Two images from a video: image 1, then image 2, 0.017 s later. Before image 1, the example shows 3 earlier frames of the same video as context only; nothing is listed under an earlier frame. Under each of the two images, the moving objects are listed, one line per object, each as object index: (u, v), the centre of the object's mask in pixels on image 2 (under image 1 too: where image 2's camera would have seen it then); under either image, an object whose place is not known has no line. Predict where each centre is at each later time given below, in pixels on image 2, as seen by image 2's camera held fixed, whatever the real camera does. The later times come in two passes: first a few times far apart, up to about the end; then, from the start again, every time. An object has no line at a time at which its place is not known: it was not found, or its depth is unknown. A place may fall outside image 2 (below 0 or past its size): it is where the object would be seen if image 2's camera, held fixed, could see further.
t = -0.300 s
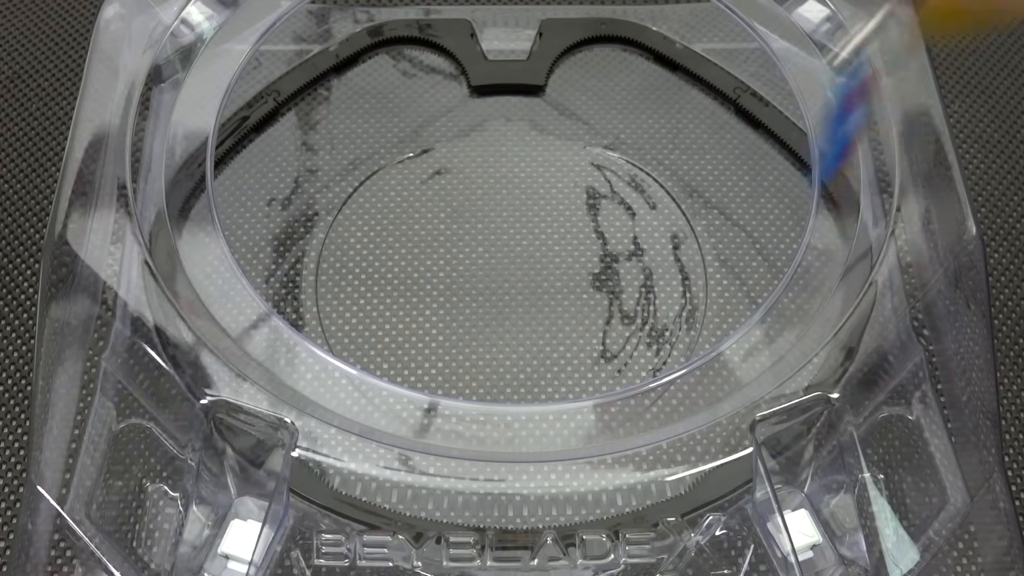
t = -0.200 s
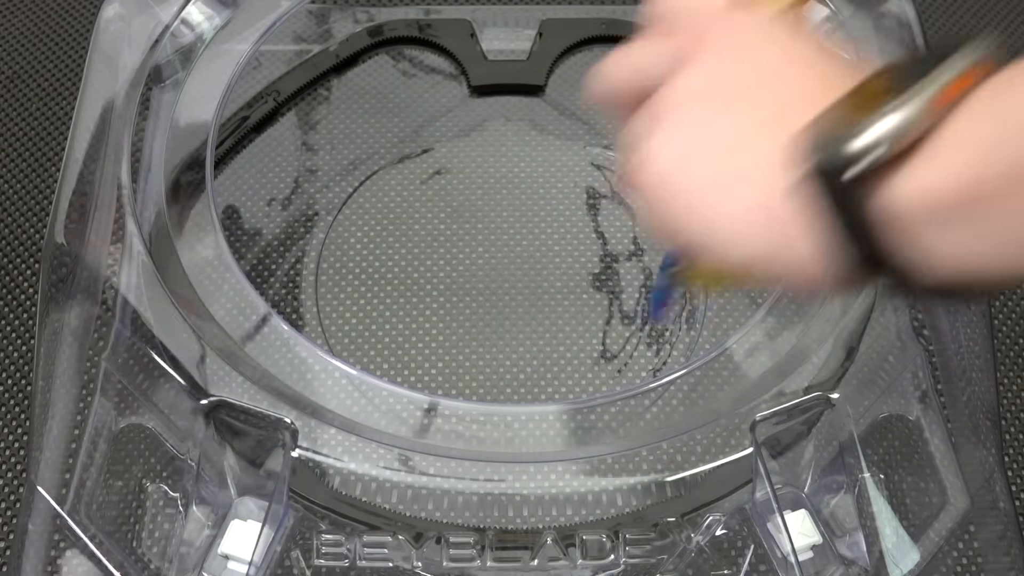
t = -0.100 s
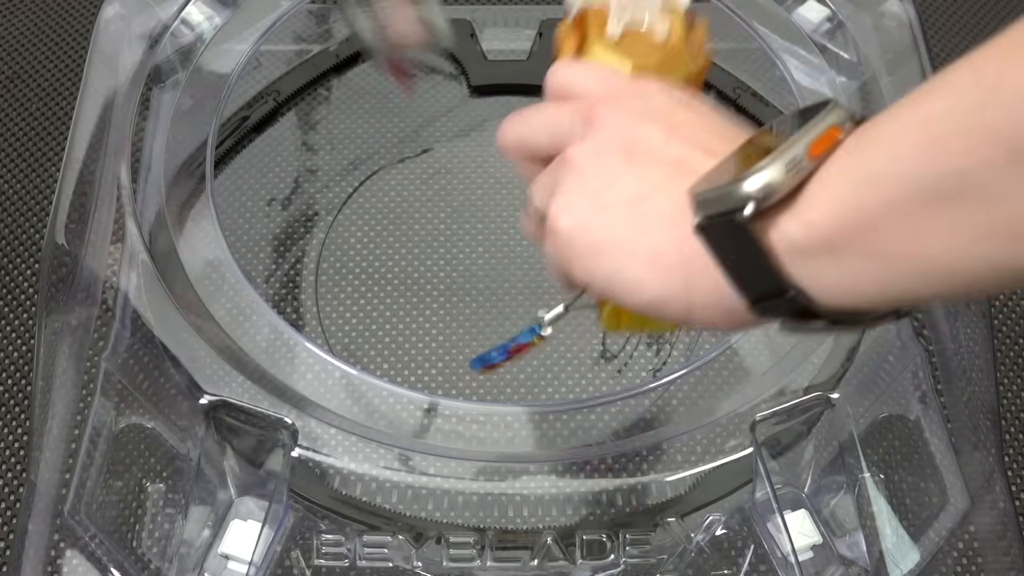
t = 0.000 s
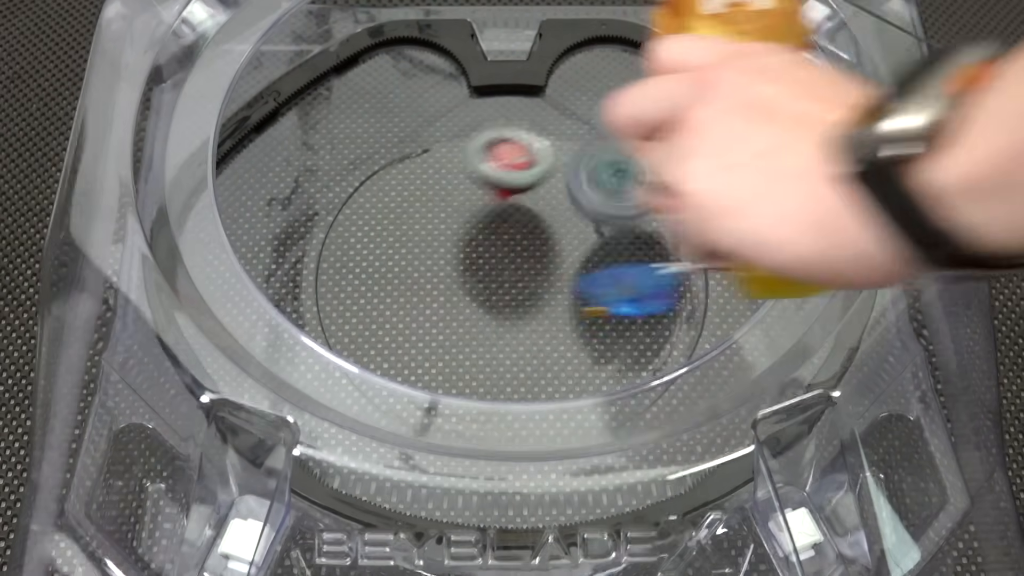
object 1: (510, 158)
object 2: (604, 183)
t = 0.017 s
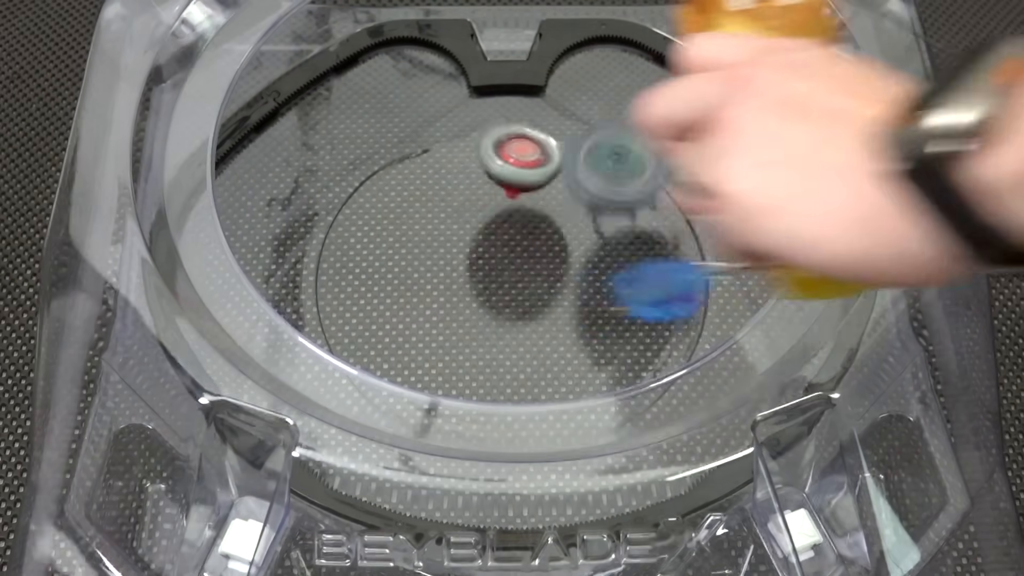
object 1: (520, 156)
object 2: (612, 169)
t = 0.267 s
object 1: (432, 178)
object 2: (703, 148)
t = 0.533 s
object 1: (332, 230)
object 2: (612, 147)
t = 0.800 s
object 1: (299, 341)
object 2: (380, 191)
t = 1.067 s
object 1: (378, 346)
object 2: (603, 313)
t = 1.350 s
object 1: (554, 133)
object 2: (679, 177)
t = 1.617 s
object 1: (331, 370)
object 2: (468, 427)
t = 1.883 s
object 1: (768, 122)
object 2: (652, 468)
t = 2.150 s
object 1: (339, 95)
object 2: (836, 215)
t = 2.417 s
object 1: (478, 364)
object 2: (633, 32)
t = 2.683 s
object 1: (831, 223)
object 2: (527, 219)
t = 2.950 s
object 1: (541, 227)
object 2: (576, 423)
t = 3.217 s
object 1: (314, 279)
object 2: (730, 357)
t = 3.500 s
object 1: (491, 179)
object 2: (758, 239)
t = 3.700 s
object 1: (522, 277)
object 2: (685, 281)
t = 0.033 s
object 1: (517, 157)
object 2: (627, 154)
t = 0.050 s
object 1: (513, 160)
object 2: (638, 141)
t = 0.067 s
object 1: (509, 167)
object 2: (646, 134)
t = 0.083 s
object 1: (504, 170)
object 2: (654, 130)
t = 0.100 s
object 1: (496, 162)
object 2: (665, 130)
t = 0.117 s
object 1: (491, 158)
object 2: (670, 132)
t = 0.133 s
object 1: (484, 156)
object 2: (679, 140)
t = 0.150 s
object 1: (477, 157)
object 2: (684, 148)
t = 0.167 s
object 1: (471, 161)
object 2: (690, 166)
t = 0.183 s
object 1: (464, 168)
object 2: (693, 170)
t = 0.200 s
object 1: (457, 168)
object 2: (700, 157)
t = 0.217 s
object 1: (451, 168)
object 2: (700, 149)
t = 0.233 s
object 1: (444, 172)
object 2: (701, 146)
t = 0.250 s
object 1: (438, 176)
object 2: (702, 145)
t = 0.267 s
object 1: (432, 178)
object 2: (703, 148)
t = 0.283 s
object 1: (425, 181)
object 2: (703, 152)
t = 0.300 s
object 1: (419, 184)
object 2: (703, 156)
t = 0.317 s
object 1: (412, 188)
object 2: (702, 153)
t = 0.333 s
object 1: (406, 190)
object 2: (700, 150)
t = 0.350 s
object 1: (400, 195)
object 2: (698, 150)
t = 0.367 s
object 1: (393, 198)
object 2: (696, 151)
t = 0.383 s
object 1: (388, 203)
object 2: (692, 151)
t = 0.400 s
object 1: (381, 207)
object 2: (689, 150)
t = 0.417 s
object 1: (375, 211)
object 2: (683, 149)
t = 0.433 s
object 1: (368, 215)
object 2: (676, 148)
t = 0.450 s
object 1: (362, 218)
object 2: (667, 147)
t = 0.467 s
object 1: (354, 221)
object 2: (660, 147)
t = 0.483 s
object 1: (347, 224)
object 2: (648, 147)
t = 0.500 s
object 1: (339, 226)
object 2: (637, 148)
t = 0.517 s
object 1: (332, 228)
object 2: (626, 148)
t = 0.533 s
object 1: (332, 230)
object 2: (612, 147)
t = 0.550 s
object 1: (334, 235)
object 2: (596, 149)
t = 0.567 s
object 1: (335, 242)
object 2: (579, 150)
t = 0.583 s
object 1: (337, 245)
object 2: (561, 151)
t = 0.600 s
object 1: (340, 249)
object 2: (543, 152)
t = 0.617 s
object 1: (342, 252)
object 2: (523, 155)
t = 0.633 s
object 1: (343, 255)
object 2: (499, 158)
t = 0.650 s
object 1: (344, 256)
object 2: (481, 161)
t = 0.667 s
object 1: (344, 257)
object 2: (457, 166)
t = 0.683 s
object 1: (344, 258)
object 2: (435, 171)
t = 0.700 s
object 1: (344, 260)
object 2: (414, 179)
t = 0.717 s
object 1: (342, 264)
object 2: (397, 184)
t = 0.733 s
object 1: (329, 276)
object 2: (389, 184)
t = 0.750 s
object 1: (319, 288)
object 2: (384, 184)
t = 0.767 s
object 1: (316, 298)
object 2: (382, 185)
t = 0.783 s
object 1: (307, 316)
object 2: (381, 187)
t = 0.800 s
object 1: (299, 341)
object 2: (380, 191)
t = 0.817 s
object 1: (296, 349)
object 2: (382, 197)
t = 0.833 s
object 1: (295, 358)
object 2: (384, 203)
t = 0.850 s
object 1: (284, 380)
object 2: (389, 209)
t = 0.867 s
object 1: (284, 382)
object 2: (396, 220)
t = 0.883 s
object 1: (285, 389)
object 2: (406, 228)
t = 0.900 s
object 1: (288, 396)
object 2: (417, 242)
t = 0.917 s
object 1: (289, 400)
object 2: (429, 253)
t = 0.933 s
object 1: (288, 406)
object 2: (441, 262)
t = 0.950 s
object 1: (297, 404)
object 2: (459, 273)
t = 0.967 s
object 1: (306, 397)
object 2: (477, 284)
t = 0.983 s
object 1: (314, 394)
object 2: (495, 292)
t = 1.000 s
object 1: (327, 382)
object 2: (515, 300)
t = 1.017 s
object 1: (336, 378)
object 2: (534, 302)
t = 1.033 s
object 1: (347, 372)
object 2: (557, 307)
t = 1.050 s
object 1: (368, 350)
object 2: (580, 311)
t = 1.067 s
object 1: (378, 346)
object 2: (603, 313)
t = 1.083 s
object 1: (388, 343)
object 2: (625, 310)
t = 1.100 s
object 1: (404, 336)
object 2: (646, 308)
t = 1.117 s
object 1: (423, 329)
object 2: (664, 306)
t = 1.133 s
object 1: (443, 320)
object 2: (681, 300)
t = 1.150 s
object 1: (461, 310)
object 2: (698, 293)
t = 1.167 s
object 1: (478, 298)
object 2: (711, 285)
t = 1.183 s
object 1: (492, 285)
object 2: (715, 276)
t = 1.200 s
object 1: (505, 271)
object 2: (717, 265)
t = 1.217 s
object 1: (517, 256)
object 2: (718, 259)
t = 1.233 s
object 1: (527, 240)
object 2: (718, 249)
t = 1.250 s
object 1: (535, 224)
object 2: (716, 239)
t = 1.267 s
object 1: (542, 208)
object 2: (713, 230)
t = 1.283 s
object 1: (548, 192)
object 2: (709, 218)
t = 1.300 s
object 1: (551, 177)
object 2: (704, 208)
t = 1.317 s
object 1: (553, 161)
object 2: (698, 198)
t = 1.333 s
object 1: (554, 147)
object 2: (690, 187)
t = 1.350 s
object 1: (554, 133)
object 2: (679, 177)
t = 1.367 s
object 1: (553, 119)
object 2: (665, 167)
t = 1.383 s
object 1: (550, 106)
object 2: (653, 159)
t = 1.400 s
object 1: (546, 94)
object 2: (636, 152)
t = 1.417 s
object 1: (543, 84)
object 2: (618, 143)
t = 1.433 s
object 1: (538, 73)
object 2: (601, 135)
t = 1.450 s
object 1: (529, 69)
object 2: (584, 135)
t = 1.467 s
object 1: (507, 95)
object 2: (572, 157)
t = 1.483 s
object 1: (483, 125)
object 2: (562, 181)
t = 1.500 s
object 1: (458, 162)
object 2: (552, 211)
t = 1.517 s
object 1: (434, 200)
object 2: (542, 255)
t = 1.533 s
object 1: (411, 236)
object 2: (530, 292)
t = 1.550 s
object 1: (388, 268)
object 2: (515, 335)
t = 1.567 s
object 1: (366, 301)
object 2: (501, 360)
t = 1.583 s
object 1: (352, 323)
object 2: (493, 368)
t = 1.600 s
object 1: (338, 354)
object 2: (480, 400)
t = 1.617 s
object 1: (331, 370)
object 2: (468, 427)
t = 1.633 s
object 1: (321, 419)
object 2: (453, 471)
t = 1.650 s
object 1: (310, 450)
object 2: (438, 490)
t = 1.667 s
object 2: (443, 485)
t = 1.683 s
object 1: (438, 385)
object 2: (455, 478)
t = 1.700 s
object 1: (477, 381)
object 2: (473, 467)
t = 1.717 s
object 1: (517, 371)
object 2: (488, 460)
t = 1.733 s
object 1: (559, 353)
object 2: (507, 451)
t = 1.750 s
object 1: (597, 330)
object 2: (523, 448)
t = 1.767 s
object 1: (631, 305)
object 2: (544, 452)
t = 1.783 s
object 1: (661, 278)
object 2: (554, 464)
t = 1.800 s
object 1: (689, 249)
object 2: (571, 468)
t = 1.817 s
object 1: (713, 219)
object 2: (584, 475)
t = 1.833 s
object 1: (729, 191)
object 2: (604, 496)
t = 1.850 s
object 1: (743, 164)
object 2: (617, 494)
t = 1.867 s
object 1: (756, 141)
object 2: (638, 474)
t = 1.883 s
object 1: (768, 122)
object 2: (652, 468)
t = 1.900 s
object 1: (760, 100)
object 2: (672, 466)
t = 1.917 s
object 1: (732, 82)
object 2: (686, 463)
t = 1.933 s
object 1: (699, 69)
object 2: (699, 457)
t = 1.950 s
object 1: (664, 59)
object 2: (712, 439)
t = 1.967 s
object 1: (629, 52)
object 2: (719, 412)
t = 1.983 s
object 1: (597, 49)
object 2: (730, 400)
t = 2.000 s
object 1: (561, 51)
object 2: (745, 381)
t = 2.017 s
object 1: (527, 54)
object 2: (755, 367)
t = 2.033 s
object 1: (495, 52)
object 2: (767, 348)
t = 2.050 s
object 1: (463, 48)
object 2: (779, 332)
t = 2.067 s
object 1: (433, 46)
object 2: (788, 309)
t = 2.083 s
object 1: (404, 49)
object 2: (799, 292)
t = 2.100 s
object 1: (373, 48)
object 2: (812, 272)
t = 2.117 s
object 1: (354, 53)
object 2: (823, 253)
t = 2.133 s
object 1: (346, 75)
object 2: (831, 234)
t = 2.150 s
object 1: (339, 95)
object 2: (836, 215)
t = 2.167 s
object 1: (335, 116)
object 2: (826, 200)
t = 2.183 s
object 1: (331, 136)
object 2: (813, 186)
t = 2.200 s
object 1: (326, 157)
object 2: (784, 170)
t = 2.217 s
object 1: (325, 177)
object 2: (779, 154)
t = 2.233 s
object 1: (325, 196)
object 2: (769, 137)
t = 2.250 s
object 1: (327, 215)
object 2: (761, 124)
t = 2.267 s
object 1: (329, 236)
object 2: (753, 109)
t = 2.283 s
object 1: (335, 256)
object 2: (741, 94)
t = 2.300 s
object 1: (344, 274)
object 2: (726, 82)
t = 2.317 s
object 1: (355, 293)
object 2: (708, 75)
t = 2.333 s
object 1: (369, 309)
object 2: (693, 64)
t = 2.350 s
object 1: (387, 325)
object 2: (679, 58)
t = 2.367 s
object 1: (407, 338)
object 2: (666, 49)
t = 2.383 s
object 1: (429, 350)
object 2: (654, 43)
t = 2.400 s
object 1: (453, 358)
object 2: (643, 36)
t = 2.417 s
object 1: (478, 364)
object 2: (633, 32)
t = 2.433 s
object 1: (505, 368)
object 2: (623, 29)
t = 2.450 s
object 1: (533, 370)
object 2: (612, 28)
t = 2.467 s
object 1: (562, 370)
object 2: (601, 28)
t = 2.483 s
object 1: (593, 370)
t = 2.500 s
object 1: (622, 365)
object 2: (582, 34)
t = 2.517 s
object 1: (652, 359)
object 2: (573, 39)
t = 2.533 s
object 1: (679, 348)
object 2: (564, 49)
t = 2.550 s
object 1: (703, 334)
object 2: (558, 60)
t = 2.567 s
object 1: (723, 317)
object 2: (555, 72)
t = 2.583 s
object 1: (744, 304)
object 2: (553, 90)
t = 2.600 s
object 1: (764, 294)
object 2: (549, 111)
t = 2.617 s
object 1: (784, 284)
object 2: (547, 129)
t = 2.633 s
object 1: (804, 271)
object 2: (542, 152)
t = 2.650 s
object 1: (825, 261)
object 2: (537, 170)
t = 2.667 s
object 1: (847, 252)
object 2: (533, 191)
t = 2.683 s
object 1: (831, 223)
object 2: (527, 219)
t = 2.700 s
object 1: (814, 195)
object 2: (523, 237)
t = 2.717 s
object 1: (793, 171)
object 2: (522, 255)
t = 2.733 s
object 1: (771, 151)
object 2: (520, 276)
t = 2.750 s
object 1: (754, 133)
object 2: (518, 291)
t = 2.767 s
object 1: (733, 118)
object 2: (518, 310)
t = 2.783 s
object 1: (715, 95)
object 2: (516, 324)
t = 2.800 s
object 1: (698, 75)
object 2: (518, 343)
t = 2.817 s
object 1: (679, 60)
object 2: (520, 355)
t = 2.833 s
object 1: (657, 51)
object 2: (525, 363)
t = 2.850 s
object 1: (634, 41)
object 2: (529, 379)
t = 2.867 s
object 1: (612, 34)
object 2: (536, 393)
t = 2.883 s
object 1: (583, 39)
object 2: (542, 401)
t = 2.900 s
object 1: (559, 67)
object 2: (550, 405)
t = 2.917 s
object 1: (552, 114)
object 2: (559, 406)
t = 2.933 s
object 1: (546, 168)
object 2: (567, 415)
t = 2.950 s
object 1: (541, 227)
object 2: (576, 423)
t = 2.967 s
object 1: (536, 280)
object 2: (585, 432)
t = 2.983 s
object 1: (530, 329)
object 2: (591, 433)
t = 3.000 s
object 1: (525, 363)
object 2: (603, 439)
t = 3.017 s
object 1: (509, 405)
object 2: (619, 459)
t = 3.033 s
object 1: (478, 404)
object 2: (655, 486)
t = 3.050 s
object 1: (445, 400)
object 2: (671, 482)
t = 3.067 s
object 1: (413, 396)
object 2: (688, 473)
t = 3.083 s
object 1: (386, 389)
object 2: (700, 467)
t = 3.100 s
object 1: (360, 381)
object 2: (705, 446)
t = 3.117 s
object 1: (339, 367)
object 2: (710, 432)
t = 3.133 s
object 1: (327, 351)
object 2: (716, 430)
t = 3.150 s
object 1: (317, 335)
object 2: (719, 426)
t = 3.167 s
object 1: (308, 322)
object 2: (723, 406)
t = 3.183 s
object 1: (310, 303)
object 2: (729, 394)
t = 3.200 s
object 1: (311, 291)
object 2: (729, 371)
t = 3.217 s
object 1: (314, 279)
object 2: (730, 357)
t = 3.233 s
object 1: (320, 266)
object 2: (733, 345)
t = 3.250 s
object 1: (328, 252)
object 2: (736, 334)
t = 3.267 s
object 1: (335, 241)
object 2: (742, 322)
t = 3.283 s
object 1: (344, 228)
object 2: (746, 310)
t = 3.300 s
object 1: (354, 219)
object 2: (747, 298)
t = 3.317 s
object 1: (365, 209)
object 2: (749, 288)
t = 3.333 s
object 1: (375, 203)
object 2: (744, 274)
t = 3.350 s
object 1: (387, 196)
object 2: (748, 268)
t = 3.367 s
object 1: (398, 190)
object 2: (751, 261)
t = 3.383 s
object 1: (411, 184)
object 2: (753, 255)
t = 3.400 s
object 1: (423, 180)
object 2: (756, 249)
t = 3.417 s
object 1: (435, 178)
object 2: (757, 246)
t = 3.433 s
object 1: (447, 176)
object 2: (758, 242)
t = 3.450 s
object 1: (458, 174)
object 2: (759, 240)
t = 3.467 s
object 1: (470, 175)
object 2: (759, 239)
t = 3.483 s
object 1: (481, 176)
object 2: (759, 239)
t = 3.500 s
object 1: (491, 179)
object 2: (758, 239)
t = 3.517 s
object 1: (500, 182)
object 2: (756, 240)
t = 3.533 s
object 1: (508, 186)
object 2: (754, 241)
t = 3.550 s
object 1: (516, 191)
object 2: (752, 245)
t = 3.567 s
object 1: (522, 197)
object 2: (748, 248)
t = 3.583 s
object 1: (528, 204)
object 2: (743, 251)
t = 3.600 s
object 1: (531, 212)
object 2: (736, 255)
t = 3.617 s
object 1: (533, 220)
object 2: (730, 258)
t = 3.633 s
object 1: (534, 230)
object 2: (723, 261)
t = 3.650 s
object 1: (532, 240)
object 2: (717, 266)
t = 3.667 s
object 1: (530, 251)
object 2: (707, 270)
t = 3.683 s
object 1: (526, 264)
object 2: (696, 275)
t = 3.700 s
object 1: (522, 277)
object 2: (685, 281)
